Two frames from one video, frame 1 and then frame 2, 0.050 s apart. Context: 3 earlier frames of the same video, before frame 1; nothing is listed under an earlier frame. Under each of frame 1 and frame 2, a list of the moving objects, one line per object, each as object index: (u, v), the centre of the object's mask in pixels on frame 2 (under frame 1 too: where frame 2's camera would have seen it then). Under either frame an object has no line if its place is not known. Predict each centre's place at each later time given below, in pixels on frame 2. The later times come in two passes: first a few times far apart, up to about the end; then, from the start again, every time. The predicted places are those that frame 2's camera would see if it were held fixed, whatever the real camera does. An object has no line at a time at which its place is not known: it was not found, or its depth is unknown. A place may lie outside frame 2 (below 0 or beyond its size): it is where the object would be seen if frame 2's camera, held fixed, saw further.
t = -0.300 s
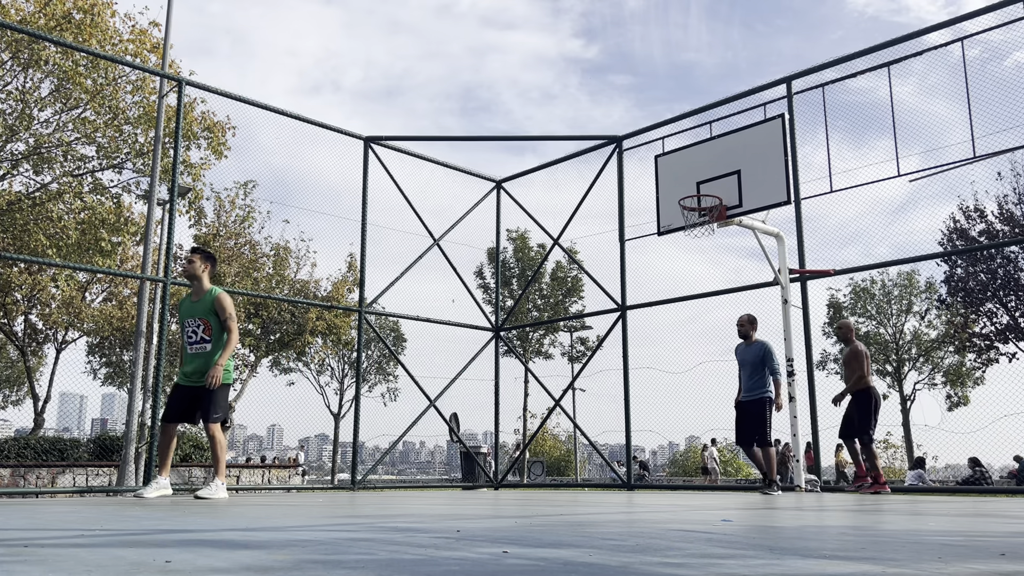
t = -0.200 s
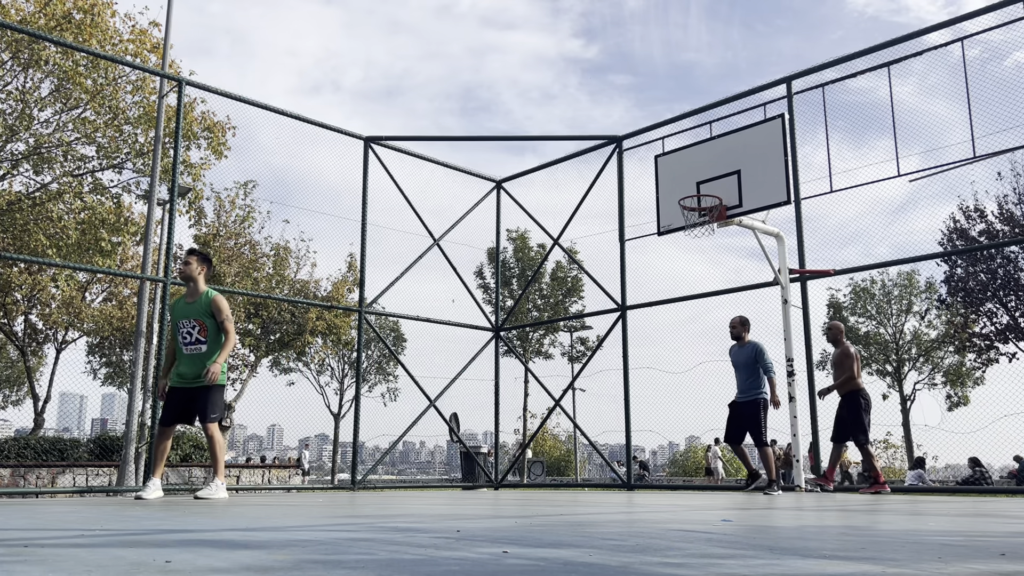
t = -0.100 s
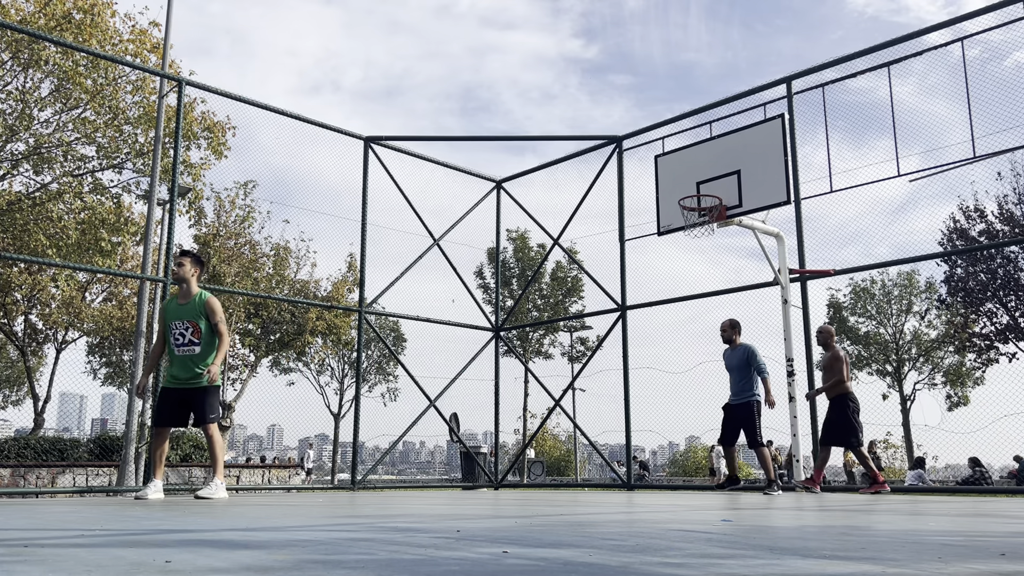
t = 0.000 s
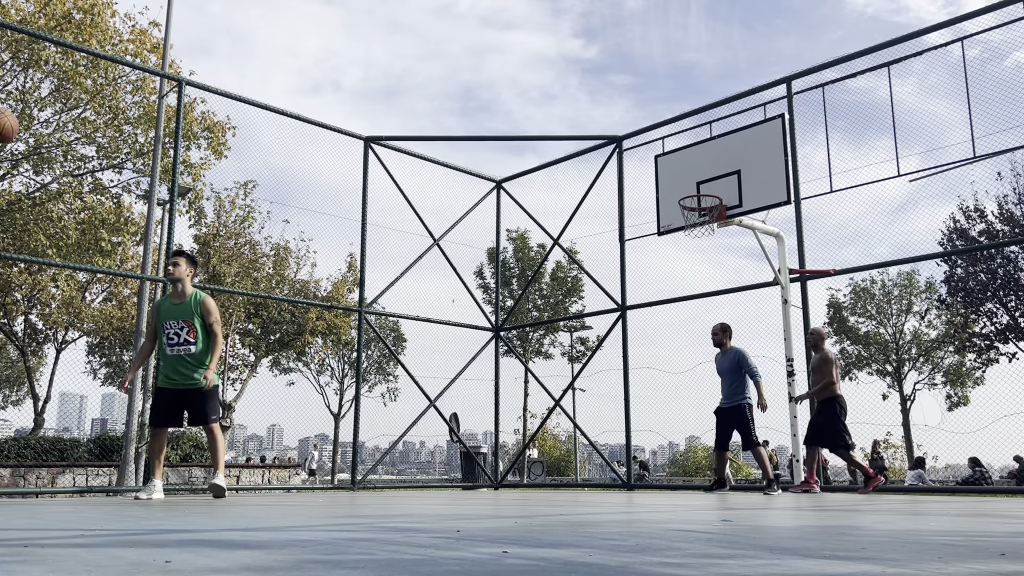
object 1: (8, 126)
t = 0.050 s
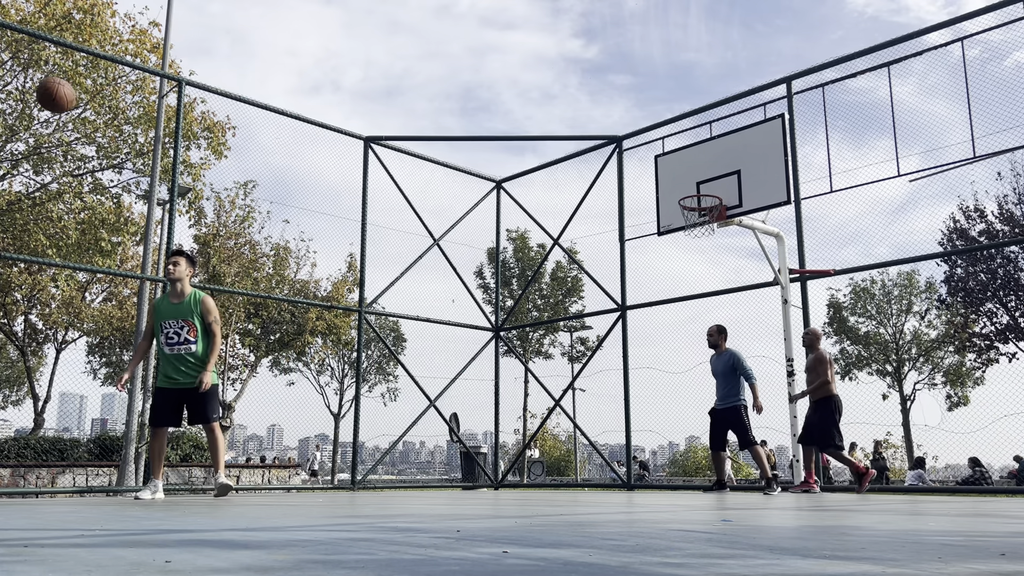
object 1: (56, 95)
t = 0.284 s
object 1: (270, 17)
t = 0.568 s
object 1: (453, 15)
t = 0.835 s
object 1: (584, 75)
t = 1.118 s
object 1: (698, 187)
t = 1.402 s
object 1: (658, 195)
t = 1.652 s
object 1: (613, 231)
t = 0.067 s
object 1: (74, 87)
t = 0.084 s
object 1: (92, 78)
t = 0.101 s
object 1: (109, 71)
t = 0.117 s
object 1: (125, 64)
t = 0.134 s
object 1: (141, 57)
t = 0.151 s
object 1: (158, 51)
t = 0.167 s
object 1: (173, 45)
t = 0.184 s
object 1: (188, 40)
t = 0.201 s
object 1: (203, 35)
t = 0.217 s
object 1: (217, 31)
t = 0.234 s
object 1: (230, 27)
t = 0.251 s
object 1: (244, 23)
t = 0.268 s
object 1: (257, 20)
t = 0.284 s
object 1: (270, 17)
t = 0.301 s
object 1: (283, 14)
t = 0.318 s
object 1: (295, 13)
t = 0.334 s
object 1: (307, 12)
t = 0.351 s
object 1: (319, 11)
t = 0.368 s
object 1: (331, 10)
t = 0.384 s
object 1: (342, 9)
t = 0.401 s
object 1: (353, 9)
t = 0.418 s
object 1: (364, 9)
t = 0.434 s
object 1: (375, 9)
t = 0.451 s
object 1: (386, 9)
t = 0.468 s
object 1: (396, 9)
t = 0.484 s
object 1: (406, 9)
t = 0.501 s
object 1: (415, 10)
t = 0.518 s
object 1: (425, 11)
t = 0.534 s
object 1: (435, 11)
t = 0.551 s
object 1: (444, 13)
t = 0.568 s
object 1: (453, 15)
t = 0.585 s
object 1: (462, 17)
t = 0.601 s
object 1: (471, 19)
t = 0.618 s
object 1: (480, 22)
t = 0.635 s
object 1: (489, 25)
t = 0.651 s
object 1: (497, 28)
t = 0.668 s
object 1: (506, 31)
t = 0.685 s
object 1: (514, 35)
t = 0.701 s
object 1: (522, 38)
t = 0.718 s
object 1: (530, 42)
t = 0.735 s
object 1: (538, 46)
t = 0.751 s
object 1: (546, 51)
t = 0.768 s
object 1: (554, 55)
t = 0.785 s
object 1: (561, 60)
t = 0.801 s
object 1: (569, 65)
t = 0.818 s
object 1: (576, 70)
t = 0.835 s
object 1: (584, 75)
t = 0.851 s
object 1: (591, 80)
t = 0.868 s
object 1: (598, 86)
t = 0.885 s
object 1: (605, 91)
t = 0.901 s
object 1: (612, 97)
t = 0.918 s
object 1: (619, 103)
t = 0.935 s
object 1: (626, 109)
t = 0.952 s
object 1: (633, 116)
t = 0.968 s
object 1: (640, 122)
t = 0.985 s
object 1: (646, 129)
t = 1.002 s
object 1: (653, 136)
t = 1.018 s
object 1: (660, 142)
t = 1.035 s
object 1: (666, 150)
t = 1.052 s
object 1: (673, 157)
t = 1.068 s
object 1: (679, 164)
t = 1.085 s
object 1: (686, 172)
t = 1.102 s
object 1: (692, 180)
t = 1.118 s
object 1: (698, 187)
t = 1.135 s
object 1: (703, 189)
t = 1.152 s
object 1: (708, 195)
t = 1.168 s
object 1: (712, 197)
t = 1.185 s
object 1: (707, 199)
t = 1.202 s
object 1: (702, 198)
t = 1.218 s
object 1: (697, 197)
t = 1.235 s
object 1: (692, 198)
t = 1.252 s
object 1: (689, 195)
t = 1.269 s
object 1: (685, 193)
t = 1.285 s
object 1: (681, 192)
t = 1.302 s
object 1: (677, 192)
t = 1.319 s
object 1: (674, 192)
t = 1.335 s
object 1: (671, 192)
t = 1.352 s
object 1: (668, 193)
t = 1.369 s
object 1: (665, 193)
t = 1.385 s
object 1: (661, 194)
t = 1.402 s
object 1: (658, 195)
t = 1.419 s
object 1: (655, 196)
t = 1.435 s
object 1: (652, 197)
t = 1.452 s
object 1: (648, 198)
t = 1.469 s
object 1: (646, 200)
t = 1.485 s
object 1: (642, 202)
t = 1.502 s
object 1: (639, 204)
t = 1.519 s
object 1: (636, 206)
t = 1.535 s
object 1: (633, 208)
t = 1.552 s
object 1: (630, 211)
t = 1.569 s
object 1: (628, 213)
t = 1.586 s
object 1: (624, 217)
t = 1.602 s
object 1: (621, 220)
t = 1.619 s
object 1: (618, 224)
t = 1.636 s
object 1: (616, 227)
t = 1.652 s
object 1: (613, 231)
